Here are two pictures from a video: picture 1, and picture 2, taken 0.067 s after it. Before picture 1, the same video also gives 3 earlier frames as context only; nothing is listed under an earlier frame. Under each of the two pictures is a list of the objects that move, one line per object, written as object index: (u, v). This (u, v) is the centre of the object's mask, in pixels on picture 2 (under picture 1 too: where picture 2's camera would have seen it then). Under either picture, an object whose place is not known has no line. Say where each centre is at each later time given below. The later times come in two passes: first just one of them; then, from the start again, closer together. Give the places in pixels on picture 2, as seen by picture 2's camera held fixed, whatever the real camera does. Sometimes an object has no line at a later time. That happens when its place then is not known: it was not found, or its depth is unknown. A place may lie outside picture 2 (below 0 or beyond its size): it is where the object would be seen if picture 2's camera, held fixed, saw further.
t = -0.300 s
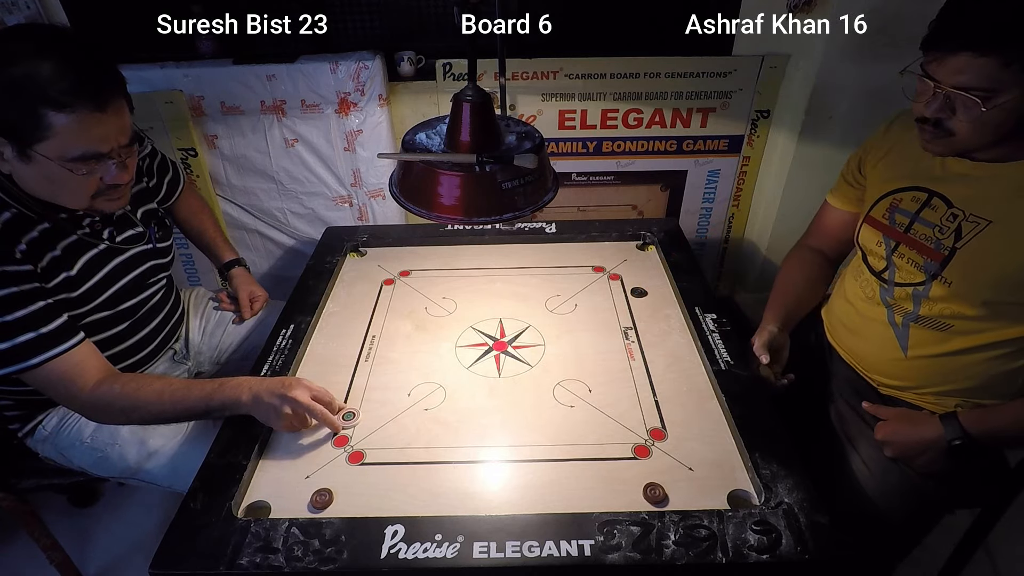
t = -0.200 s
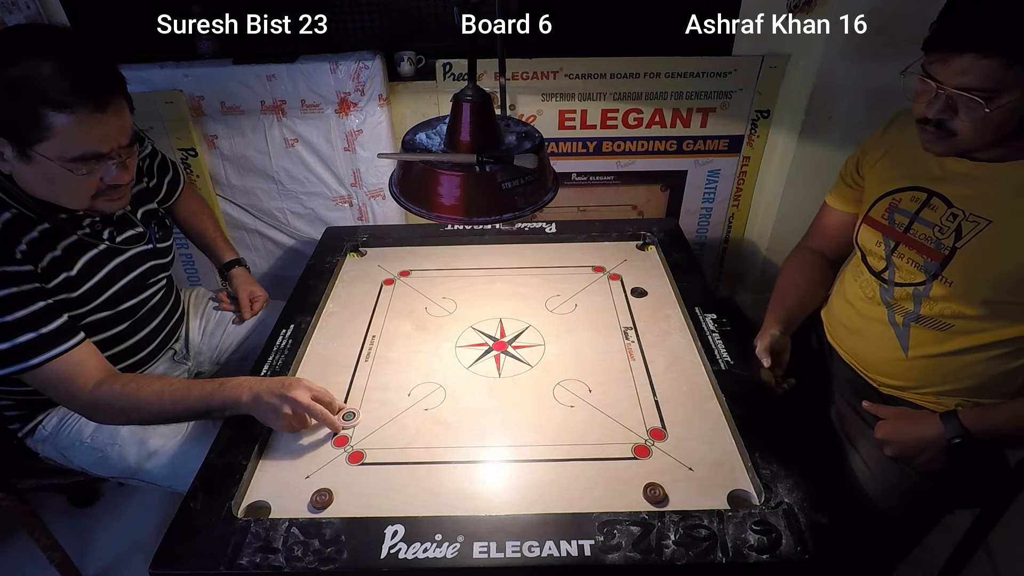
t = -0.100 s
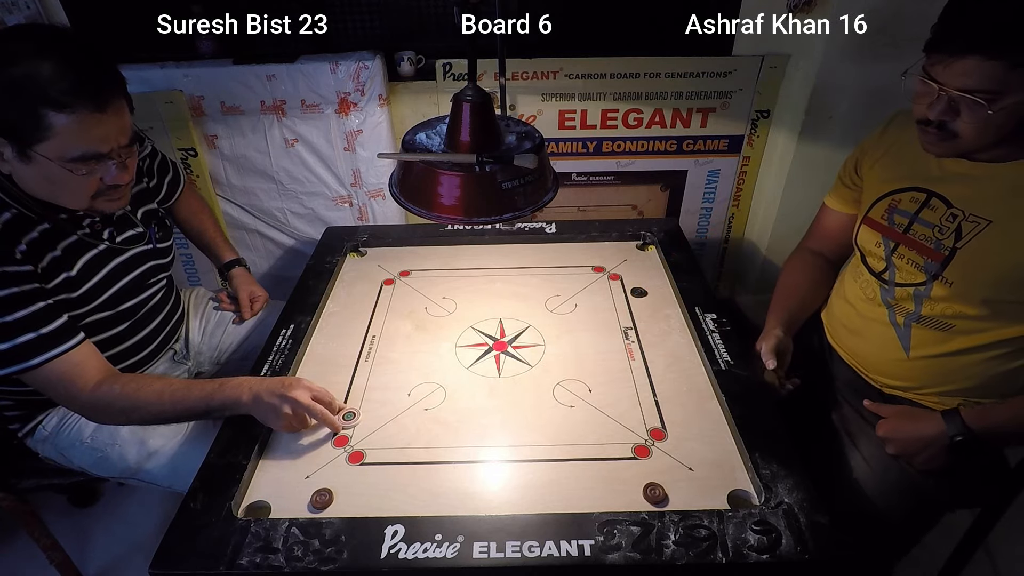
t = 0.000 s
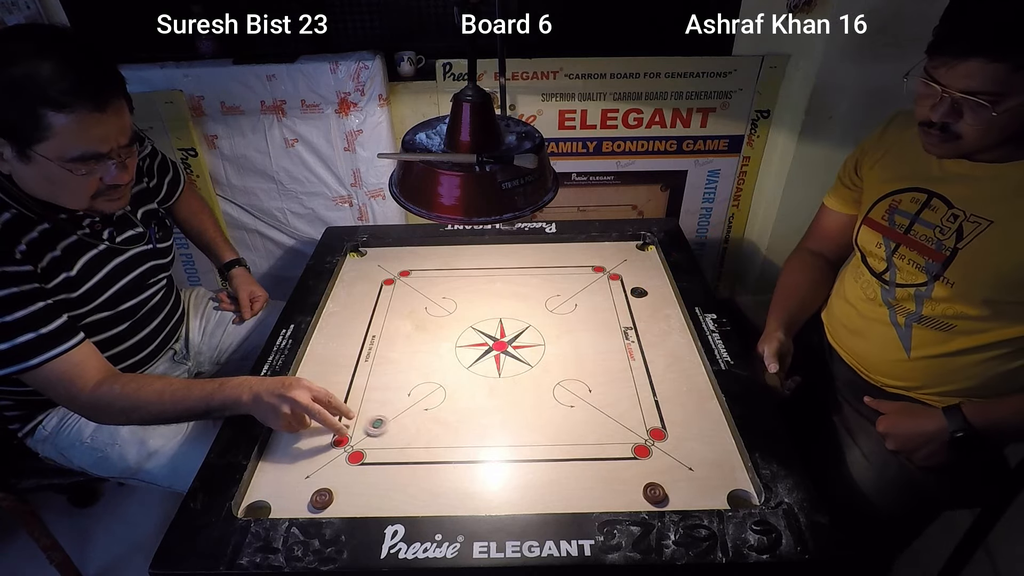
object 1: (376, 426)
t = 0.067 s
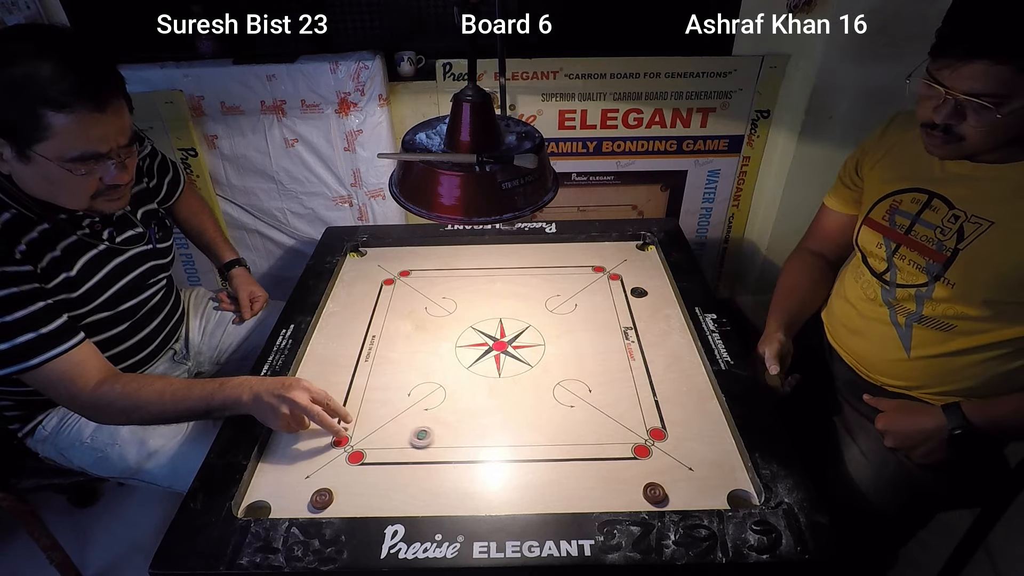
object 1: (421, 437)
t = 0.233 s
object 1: (528, 463)
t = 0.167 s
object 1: (487, 454)
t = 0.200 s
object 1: (508, 459)
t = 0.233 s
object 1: (528, 463)
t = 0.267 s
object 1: (549, 469)
